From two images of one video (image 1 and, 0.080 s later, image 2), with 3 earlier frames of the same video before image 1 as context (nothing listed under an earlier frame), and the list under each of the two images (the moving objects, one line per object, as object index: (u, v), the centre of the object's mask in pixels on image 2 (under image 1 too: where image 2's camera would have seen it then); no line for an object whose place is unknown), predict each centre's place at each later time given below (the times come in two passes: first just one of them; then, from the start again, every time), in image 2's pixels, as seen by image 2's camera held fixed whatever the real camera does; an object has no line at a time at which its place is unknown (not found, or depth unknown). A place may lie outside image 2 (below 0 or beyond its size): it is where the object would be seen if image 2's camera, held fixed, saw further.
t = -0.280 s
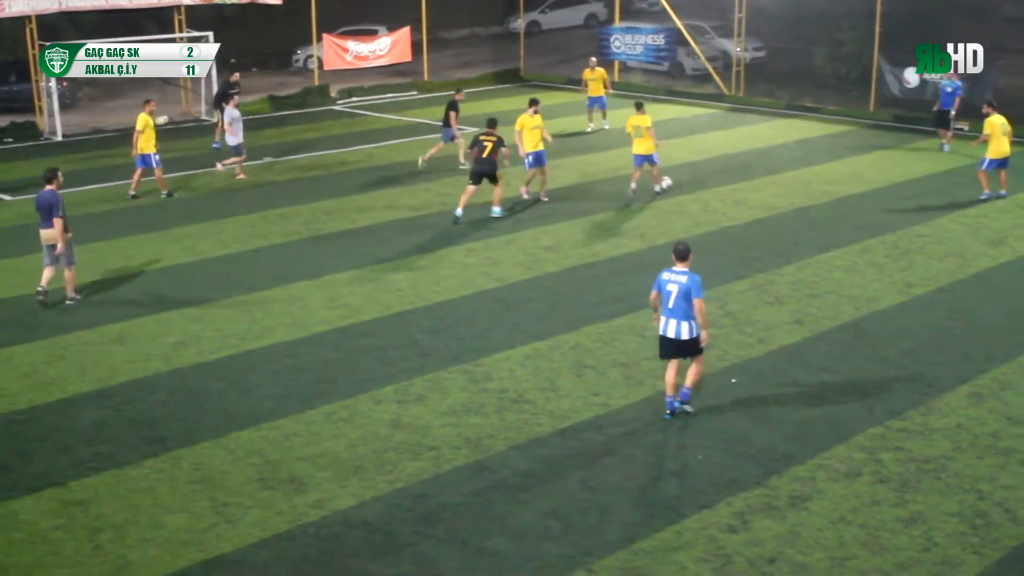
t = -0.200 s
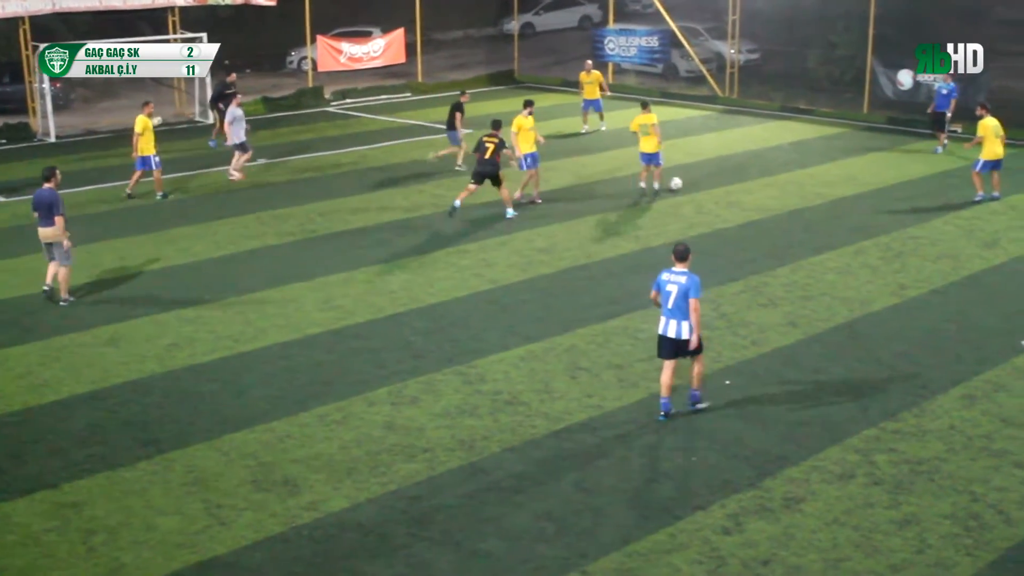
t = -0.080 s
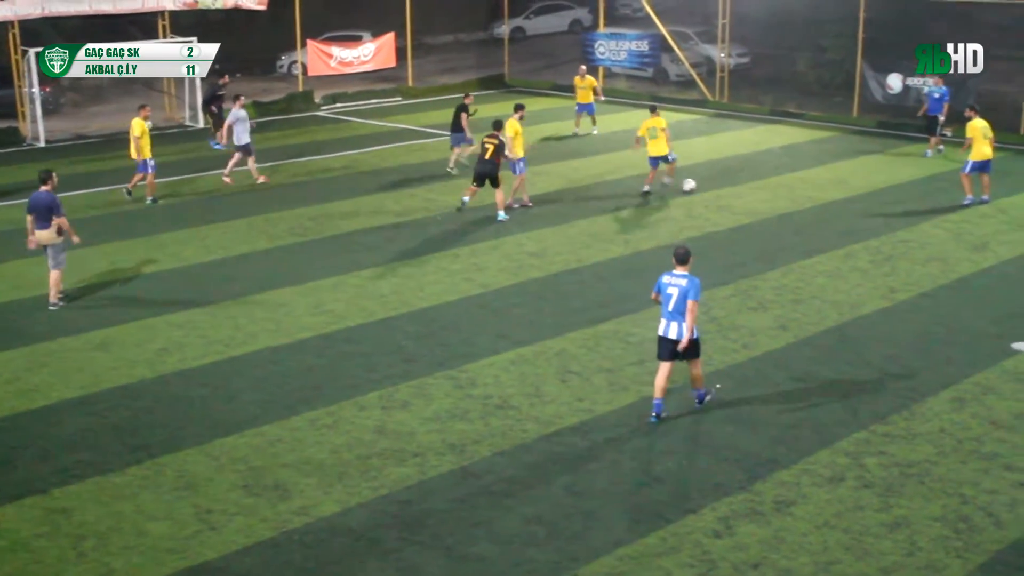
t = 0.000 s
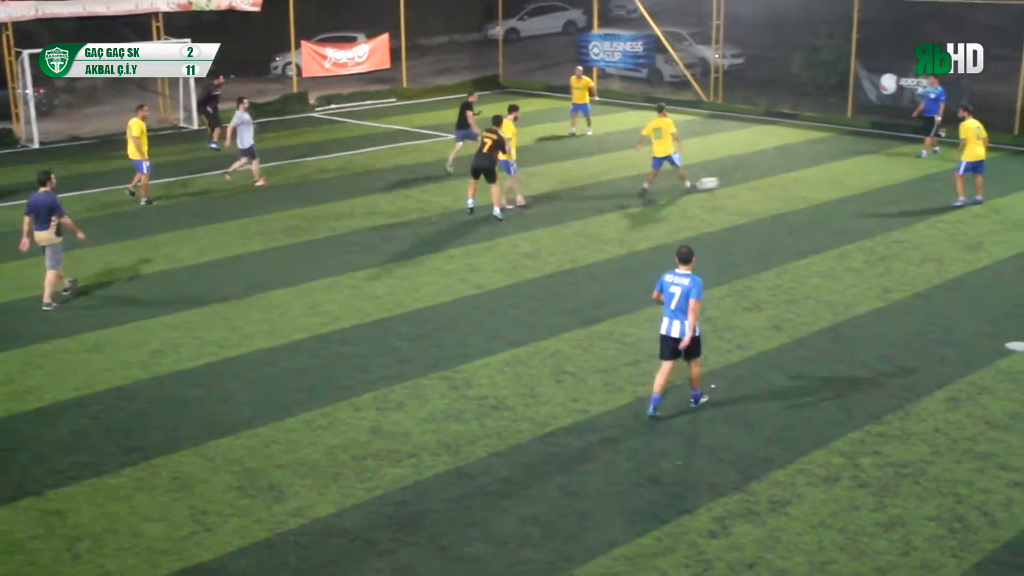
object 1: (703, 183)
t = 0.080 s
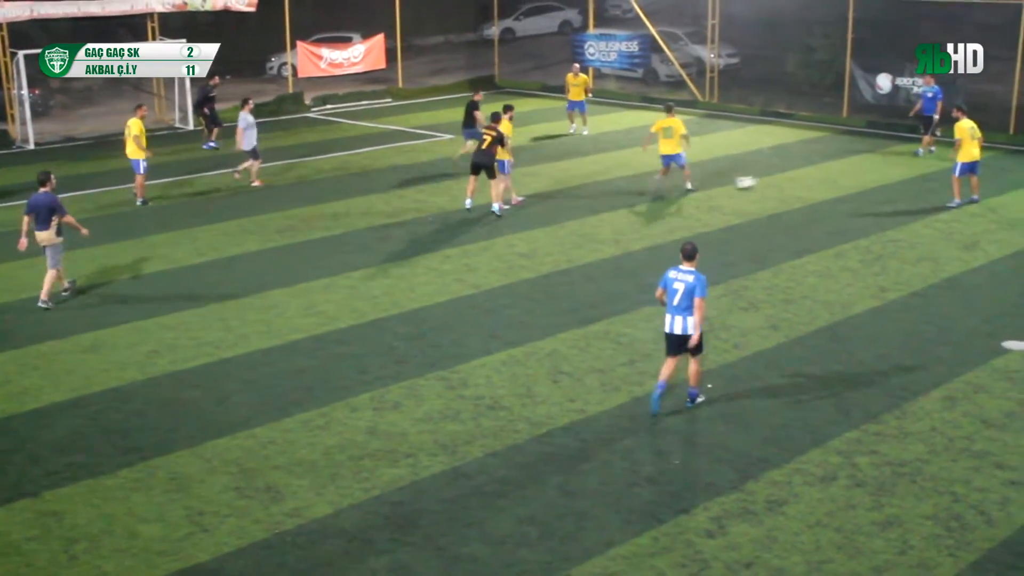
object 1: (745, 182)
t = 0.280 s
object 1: (835, 179)
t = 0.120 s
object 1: (764, 181)
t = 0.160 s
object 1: (783, 181)
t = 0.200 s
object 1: (801, 181)
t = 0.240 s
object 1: (818, 179)
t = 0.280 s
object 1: (835, 179)
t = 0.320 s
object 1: (851, 178)
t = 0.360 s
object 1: (865, 177)
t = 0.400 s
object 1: (879, 177)
